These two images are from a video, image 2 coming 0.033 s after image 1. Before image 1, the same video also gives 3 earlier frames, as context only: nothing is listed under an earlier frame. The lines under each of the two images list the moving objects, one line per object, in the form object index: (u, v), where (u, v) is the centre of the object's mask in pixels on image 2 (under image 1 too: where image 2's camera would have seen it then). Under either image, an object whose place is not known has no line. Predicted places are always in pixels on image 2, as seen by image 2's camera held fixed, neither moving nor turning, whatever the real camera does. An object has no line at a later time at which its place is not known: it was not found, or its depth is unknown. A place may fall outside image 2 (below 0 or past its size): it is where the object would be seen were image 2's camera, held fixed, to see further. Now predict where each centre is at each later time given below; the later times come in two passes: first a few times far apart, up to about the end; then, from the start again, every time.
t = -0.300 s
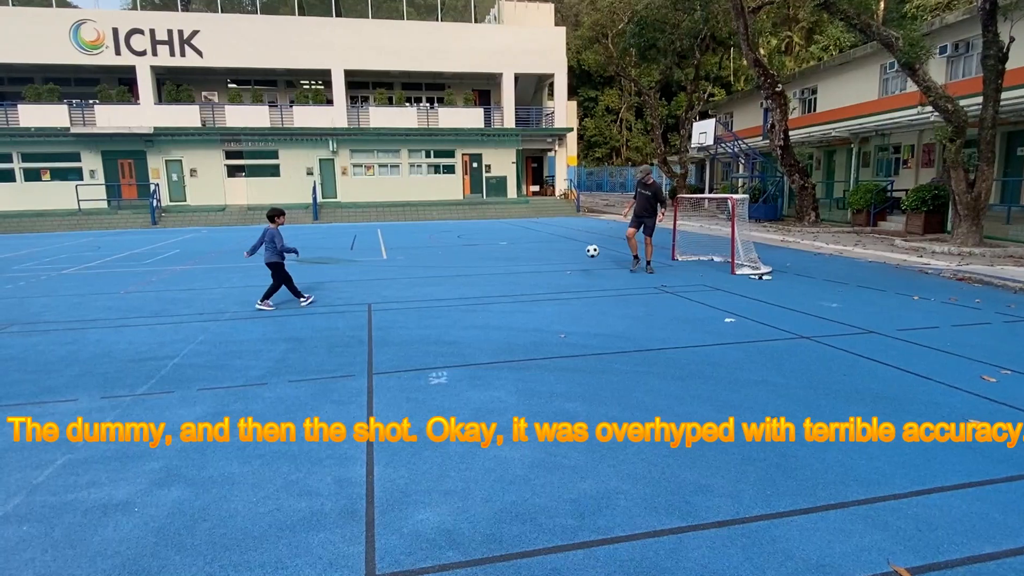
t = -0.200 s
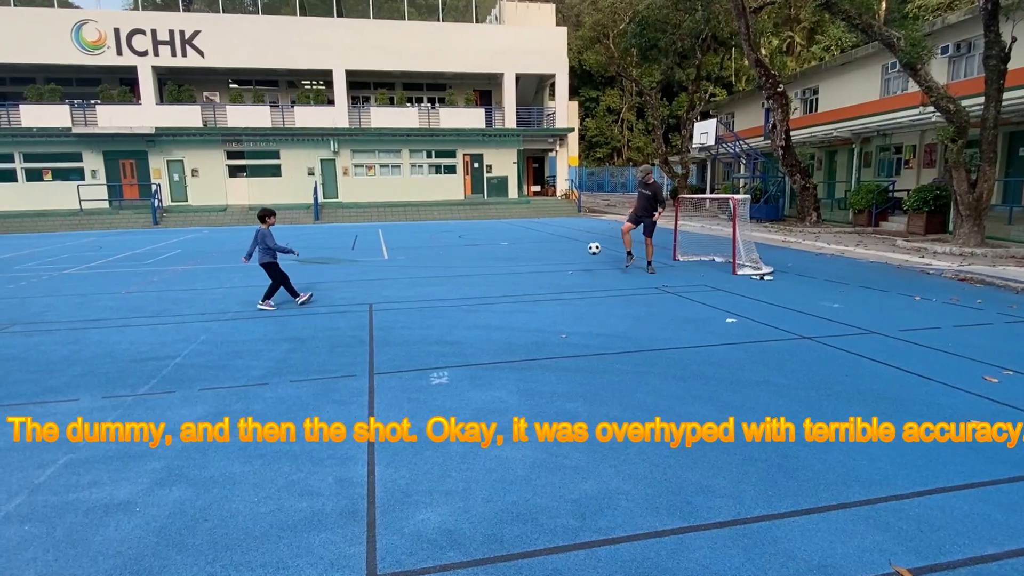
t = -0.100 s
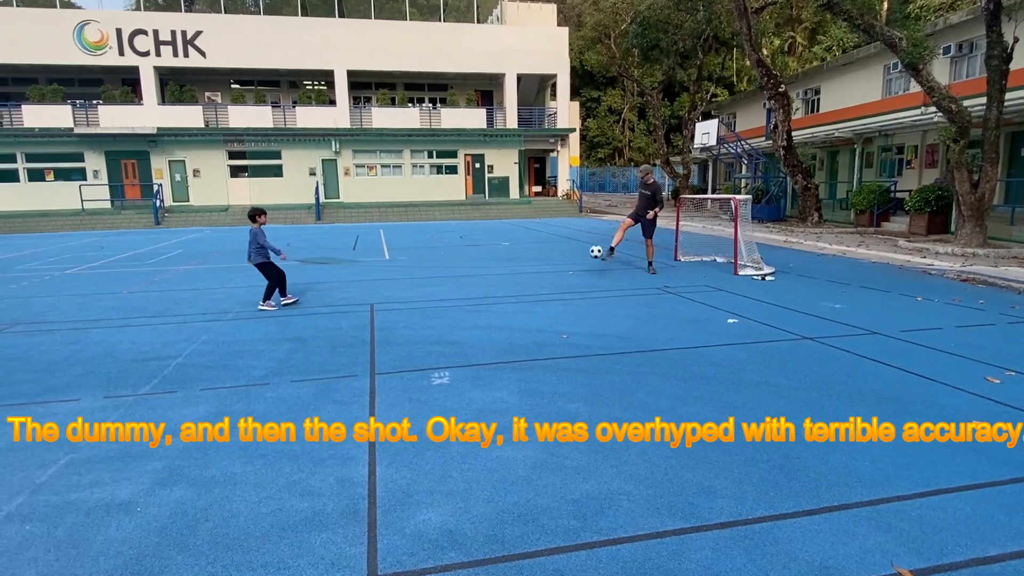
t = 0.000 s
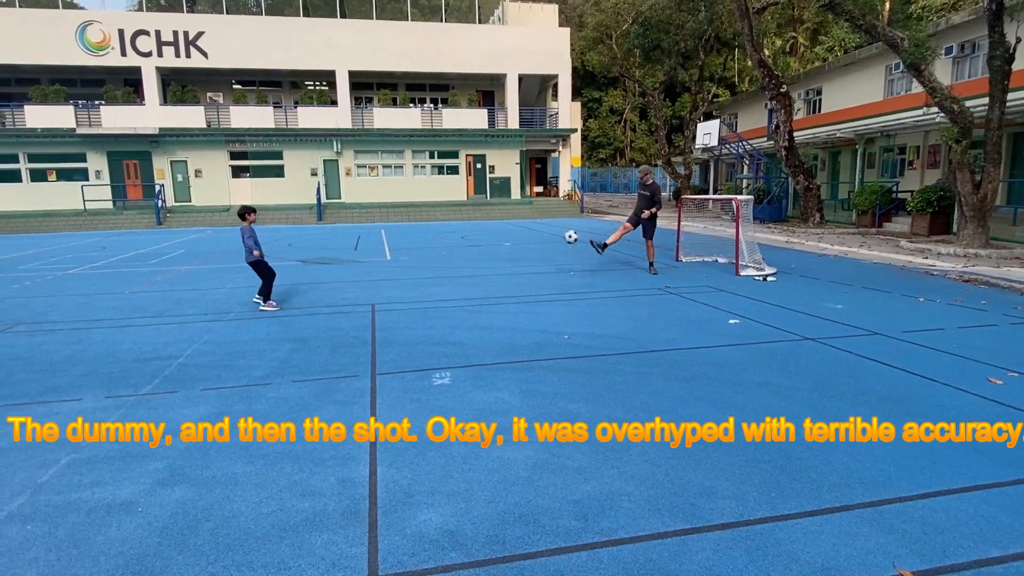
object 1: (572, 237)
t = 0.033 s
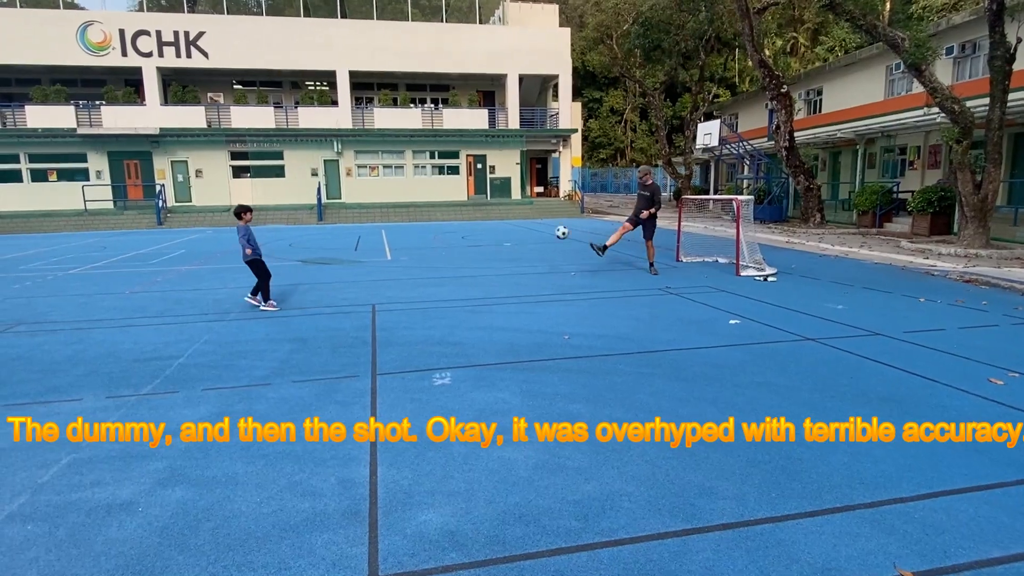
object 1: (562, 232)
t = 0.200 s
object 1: (513, 219)
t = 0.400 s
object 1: (456, 224)
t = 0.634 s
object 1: (390, 262)
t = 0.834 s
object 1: (352, 254)
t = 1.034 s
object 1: (322, 241)
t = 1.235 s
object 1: (294, 252)
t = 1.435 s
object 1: (268, 272)
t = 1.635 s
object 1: (237, 257)
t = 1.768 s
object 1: (218, 260)
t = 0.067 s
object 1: (552, 228)
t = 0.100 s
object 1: (543, 225)
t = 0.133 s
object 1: (533, 222)
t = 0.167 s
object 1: (523, 220)
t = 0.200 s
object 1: (513, 219)
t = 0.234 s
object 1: (504, 218)
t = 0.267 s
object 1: (494, 218)
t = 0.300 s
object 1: (484, 218)
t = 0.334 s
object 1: (475, 220)
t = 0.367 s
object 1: (465, 222)
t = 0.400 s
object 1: (456, 224)
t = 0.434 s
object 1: (446, 228)
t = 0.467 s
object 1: (437, 232)
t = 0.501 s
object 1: (427, 236)
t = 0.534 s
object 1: (418, 242)
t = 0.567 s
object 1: (409, 248)
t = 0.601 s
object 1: (400, 254)
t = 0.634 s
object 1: (390, 262)
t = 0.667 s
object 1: (382, 270)
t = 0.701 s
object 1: (373, 276)
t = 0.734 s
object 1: (368, 270)
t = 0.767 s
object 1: (362, 264)
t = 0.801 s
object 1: (357, 258)
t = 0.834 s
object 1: (352, 254)
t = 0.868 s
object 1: (347, 250)
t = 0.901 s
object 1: (342, 247)
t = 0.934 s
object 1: (337, 244)
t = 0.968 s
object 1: (332, 242)
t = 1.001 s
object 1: (327, 241)
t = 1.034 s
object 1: (322, 241)
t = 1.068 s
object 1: (317, 241)
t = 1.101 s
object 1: (313, 242)
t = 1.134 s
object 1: (308, 243)
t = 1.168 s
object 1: (303, 245)
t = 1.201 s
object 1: (299, 248)
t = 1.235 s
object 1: (294, 252)
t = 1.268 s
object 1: (290, 256)
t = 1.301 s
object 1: (285, 261)
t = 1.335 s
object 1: (281, 267)
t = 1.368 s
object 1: (277, 273)
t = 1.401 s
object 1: (273, 277)
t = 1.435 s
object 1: (268, 272)
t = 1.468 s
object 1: (262, 268)
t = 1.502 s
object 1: (257, 264)
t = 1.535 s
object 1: (252, 261)
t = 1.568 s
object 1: (246, 259)
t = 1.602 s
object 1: (242, 258)
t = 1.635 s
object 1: (237, 257)
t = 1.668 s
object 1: (232, 257)
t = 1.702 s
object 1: (227, 257)
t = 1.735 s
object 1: (223, 258)
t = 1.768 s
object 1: (218, 260)
